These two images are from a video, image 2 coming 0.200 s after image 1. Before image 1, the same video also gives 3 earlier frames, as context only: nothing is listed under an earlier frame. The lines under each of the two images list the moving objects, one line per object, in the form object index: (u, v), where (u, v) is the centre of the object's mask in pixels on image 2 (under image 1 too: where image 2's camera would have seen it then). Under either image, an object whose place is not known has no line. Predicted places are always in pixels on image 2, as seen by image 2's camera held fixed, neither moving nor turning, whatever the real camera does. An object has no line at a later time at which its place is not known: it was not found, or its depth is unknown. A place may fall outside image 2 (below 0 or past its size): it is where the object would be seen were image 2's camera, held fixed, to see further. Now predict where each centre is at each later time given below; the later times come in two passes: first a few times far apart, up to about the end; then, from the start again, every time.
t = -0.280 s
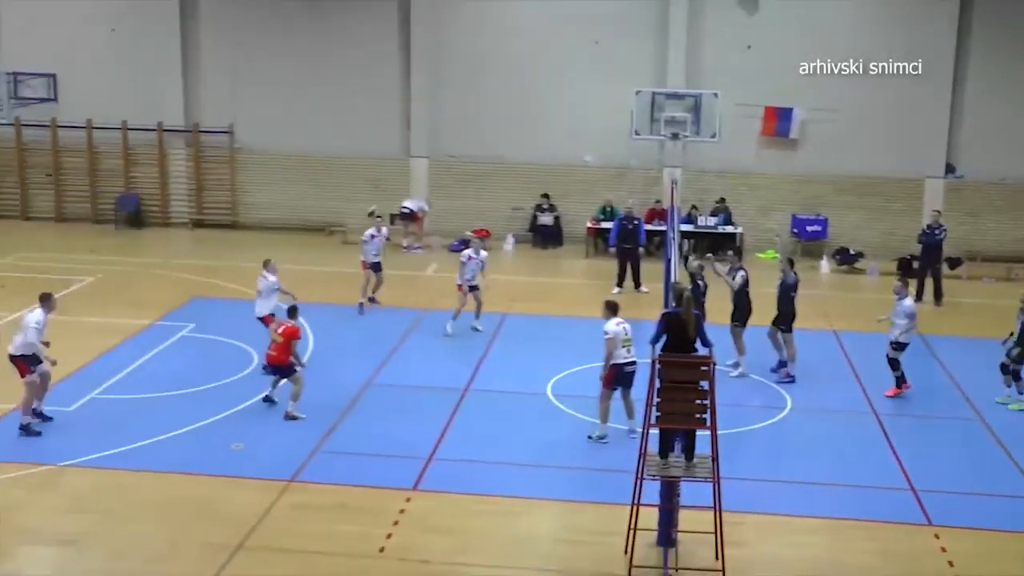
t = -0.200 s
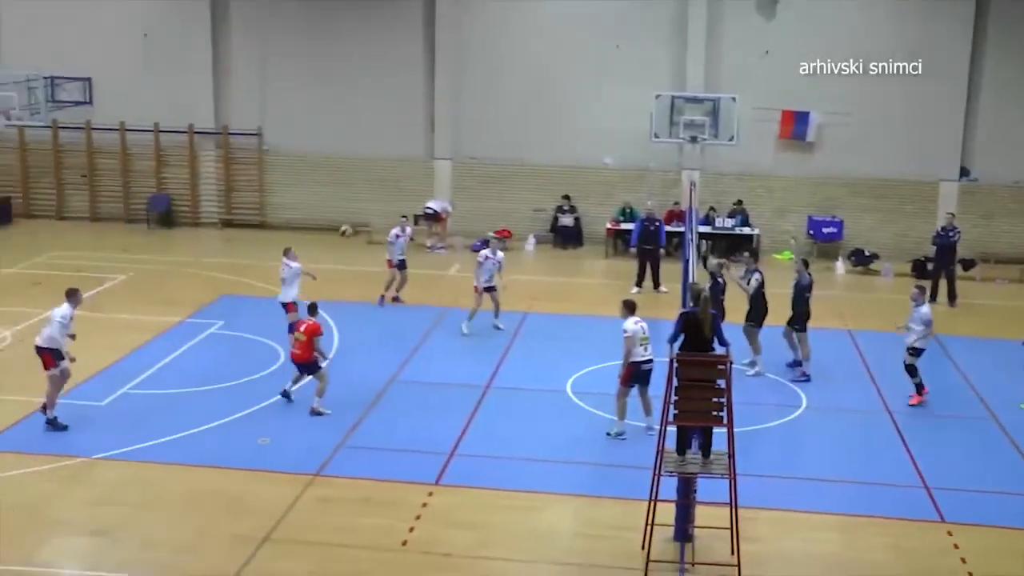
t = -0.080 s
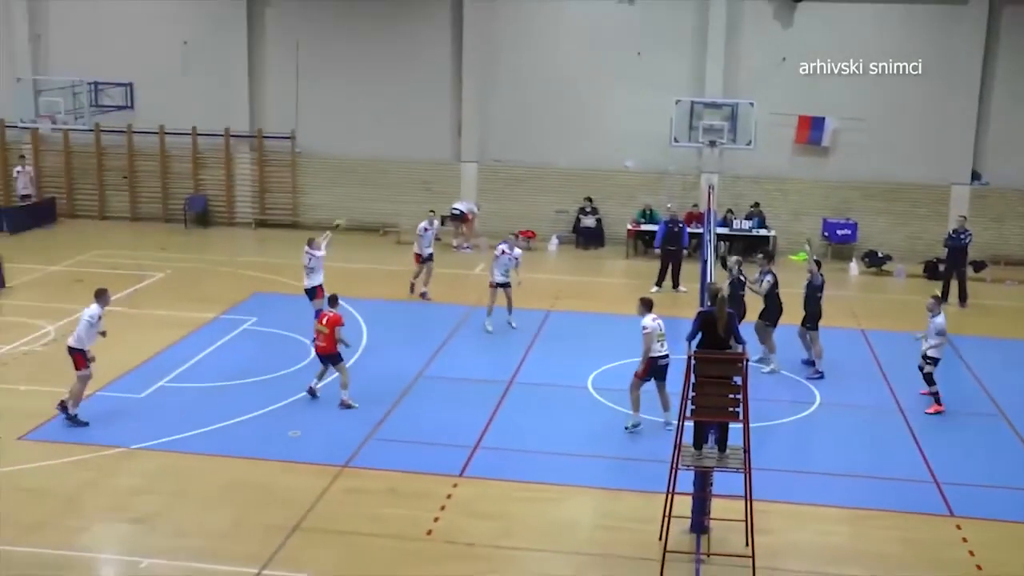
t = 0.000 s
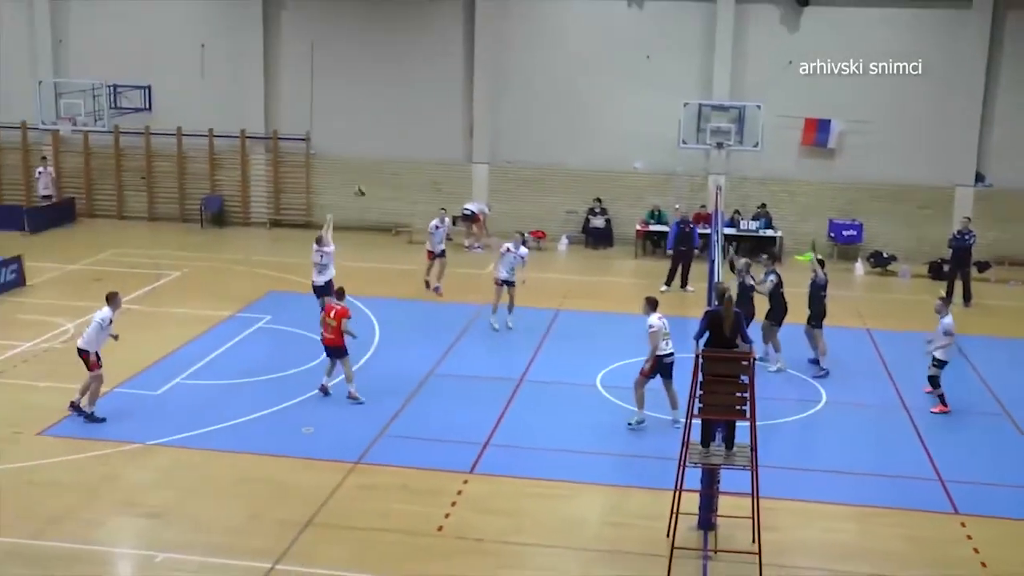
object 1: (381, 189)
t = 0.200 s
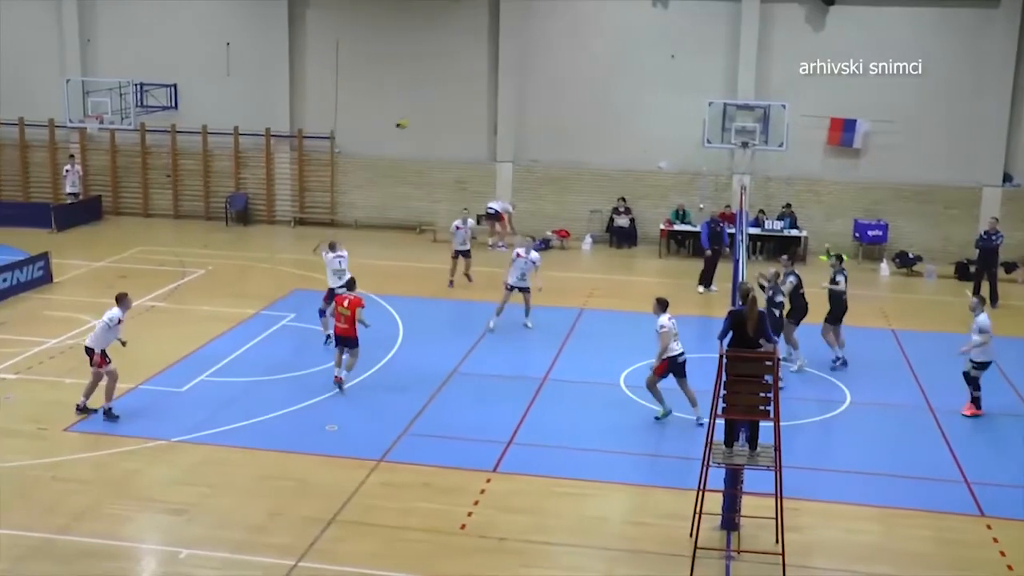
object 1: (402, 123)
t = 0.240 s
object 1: (405, 111)
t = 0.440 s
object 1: (422, 71)
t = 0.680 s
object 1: (444, 56)
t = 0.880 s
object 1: (463, 72)
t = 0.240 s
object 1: (405, 111)
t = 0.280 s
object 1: (408, 102)
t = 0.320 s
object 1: (412, 92)
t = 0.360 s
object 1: (415, 84)
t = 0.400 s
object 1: (418, 77)
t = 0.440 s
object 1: (422, 71)
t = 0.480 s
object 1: (426, 66)
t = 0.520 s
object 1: (429, 62)
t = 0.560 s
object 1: (432, 59)
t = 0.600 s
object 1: (437, 57)
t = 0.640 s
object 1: (441, 56)
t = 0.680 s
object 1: (444, 56)
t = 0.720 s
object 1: (448, 57)
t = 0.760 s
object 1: (452, 59)
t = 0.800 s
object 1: (455, 62)
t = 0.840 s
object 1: (459, 66)
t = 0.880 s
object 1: (463, 72)
